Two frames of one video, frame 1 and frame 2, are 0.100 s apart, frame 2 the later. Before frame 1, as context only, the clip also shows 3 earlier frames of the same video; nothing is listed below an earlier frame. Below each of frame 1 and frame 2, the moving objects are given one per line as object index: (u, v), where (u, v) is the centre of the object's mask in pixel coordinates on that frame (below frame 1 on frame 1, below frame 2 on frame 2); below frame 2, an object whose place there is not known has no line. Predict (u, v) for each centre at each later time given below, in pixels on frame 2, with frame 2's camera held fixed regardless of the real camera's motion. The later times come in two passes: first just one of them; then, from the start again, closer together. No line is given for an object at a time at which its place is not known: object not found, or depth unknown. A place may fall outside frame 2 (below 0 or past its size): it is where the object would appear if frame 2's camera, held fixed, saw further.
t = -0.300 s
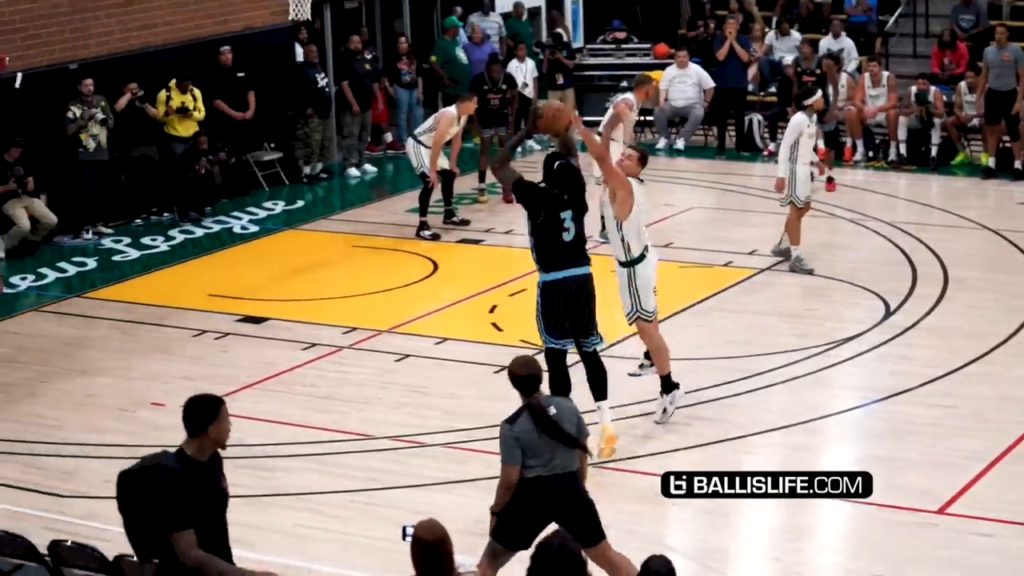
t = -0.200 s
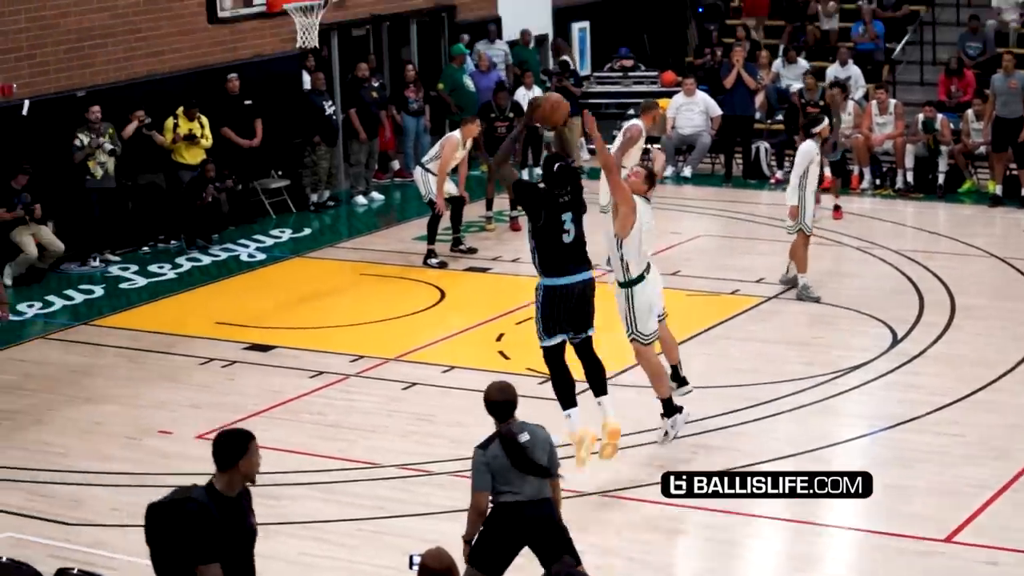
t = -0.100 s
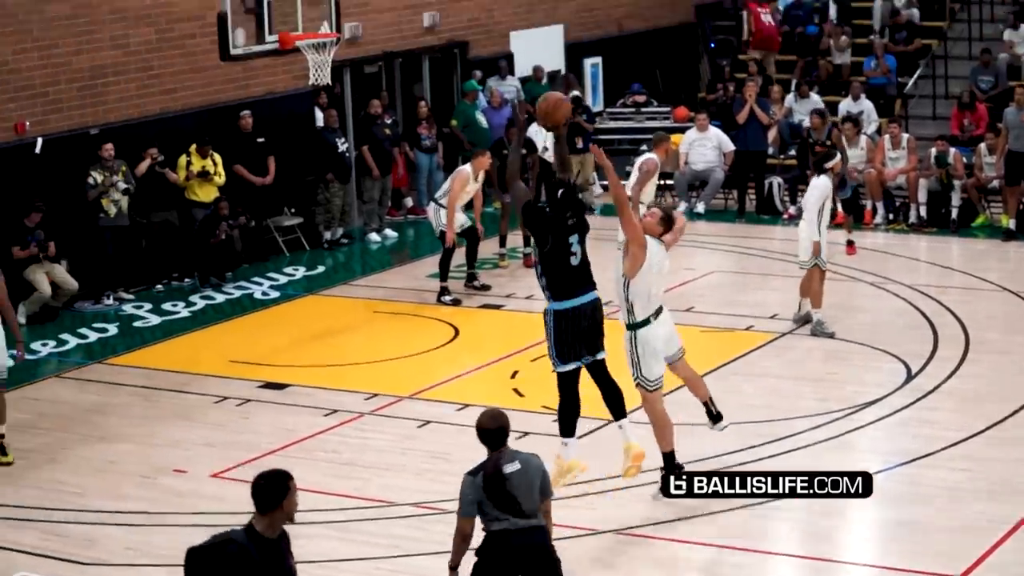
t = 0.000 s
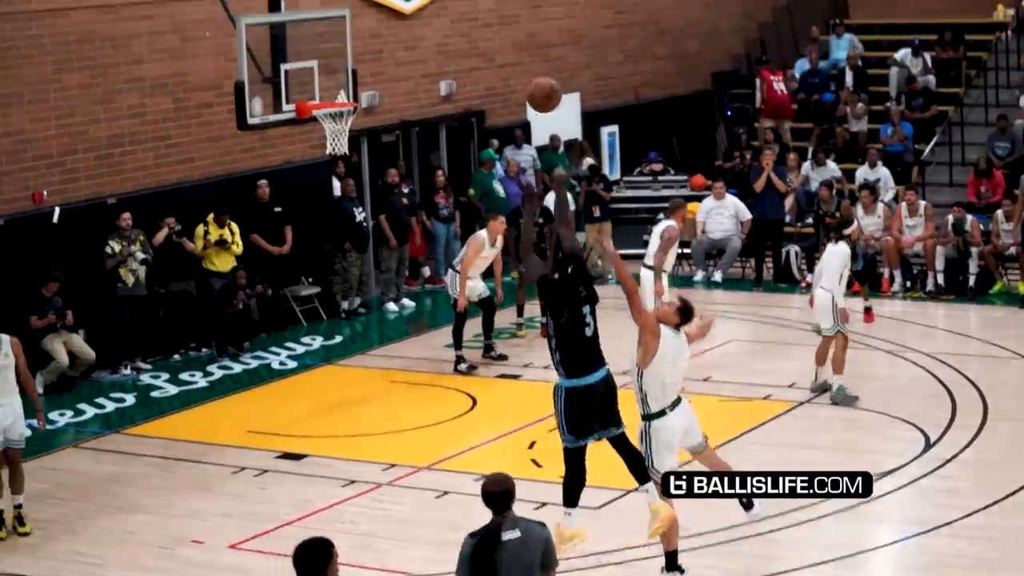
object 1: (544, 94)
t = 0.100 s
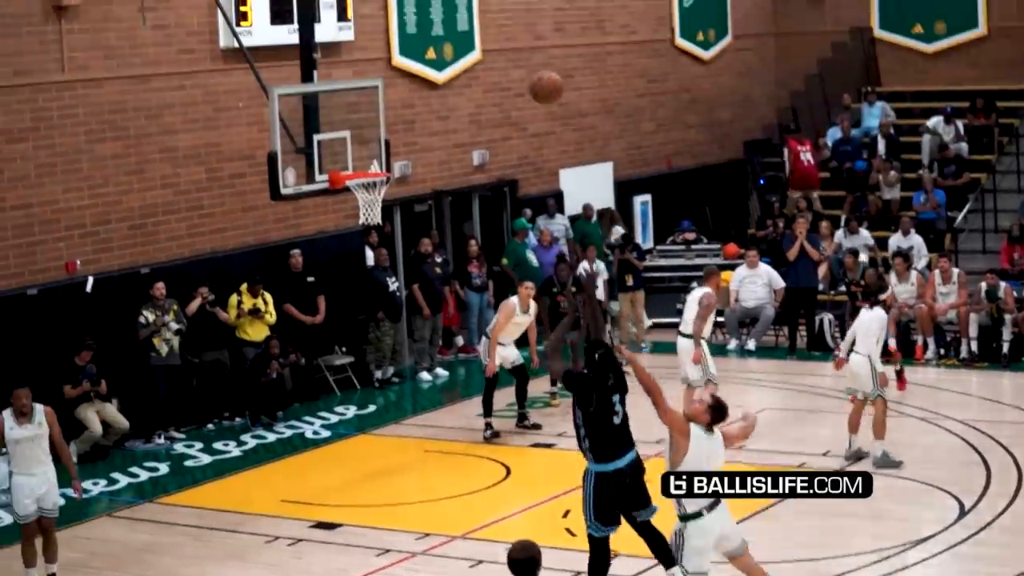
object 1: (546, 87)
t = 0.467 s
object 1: (456, -46)
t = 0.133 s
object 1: (537, 67)
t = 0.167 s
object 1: (528, 47)
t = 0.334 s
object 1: (487, -21)
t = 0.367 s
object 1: (479, -30)
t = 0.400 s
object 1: (471, -36)
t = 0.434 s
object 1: (463, -42)
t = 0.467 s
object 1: (456, -46)
